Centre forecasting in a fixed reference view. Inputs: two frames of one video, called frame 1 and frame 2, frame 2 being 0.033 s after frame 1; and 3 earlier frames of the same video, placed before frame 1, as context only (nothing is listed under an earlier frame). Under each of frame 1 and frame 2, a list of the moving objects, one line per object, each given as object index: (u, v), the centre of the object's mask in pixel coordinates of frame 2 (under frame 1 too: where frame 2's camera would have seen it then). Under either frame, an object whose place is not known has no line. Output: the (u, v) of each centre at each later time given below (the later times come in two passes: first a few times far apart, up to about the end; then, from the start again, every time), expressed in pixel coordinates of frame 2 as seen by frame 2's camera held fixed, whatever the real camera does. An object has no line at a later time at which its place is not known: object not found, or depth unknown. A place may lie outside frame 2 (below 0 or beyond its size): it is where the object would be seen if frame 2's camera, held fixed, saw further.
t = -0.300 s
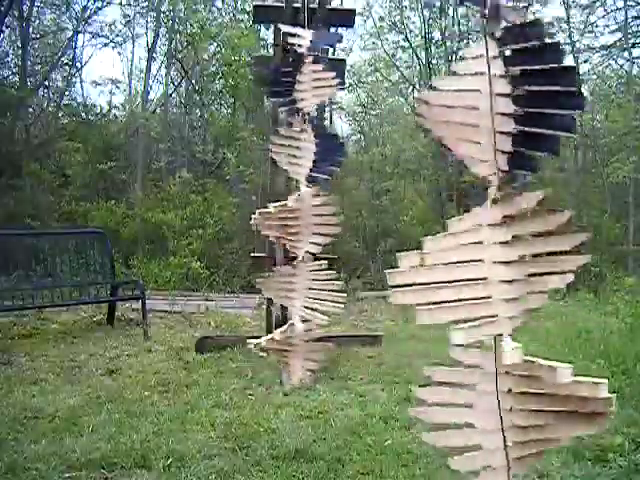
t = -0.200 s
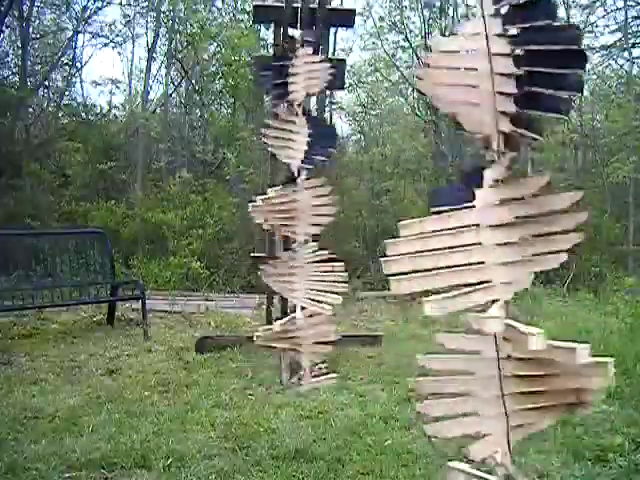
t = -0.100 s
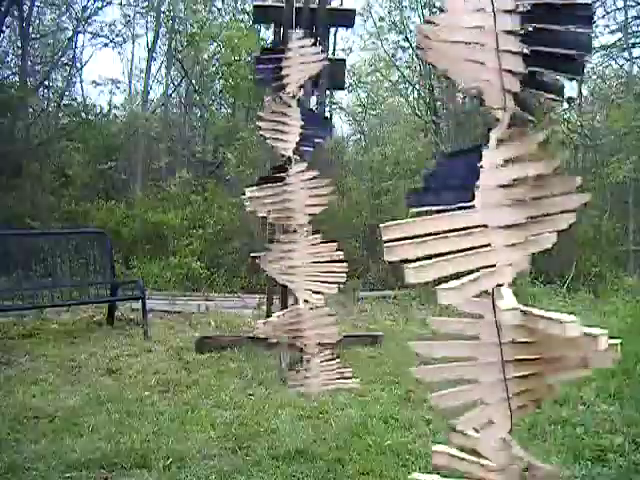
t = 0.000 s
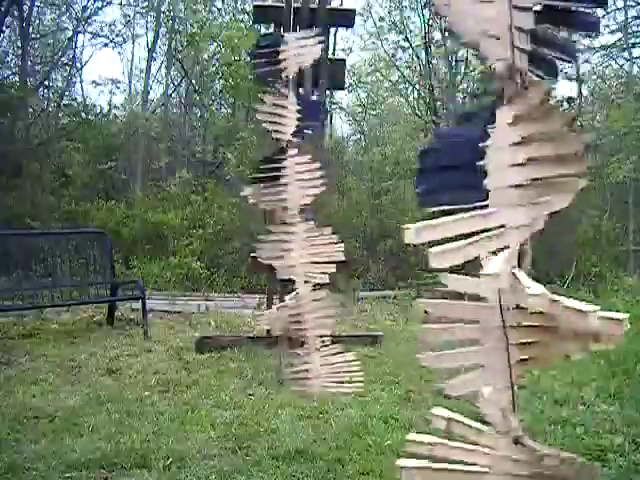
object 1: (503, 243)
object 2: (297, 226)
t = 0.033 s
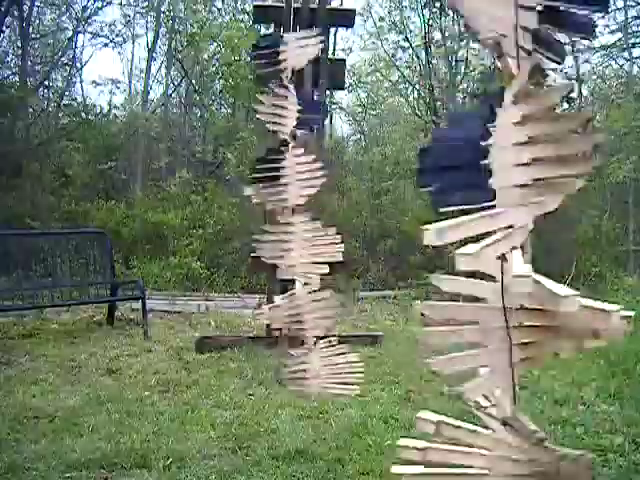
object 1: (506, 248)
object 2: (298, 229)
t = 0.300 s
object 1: (515, 246)
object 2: (297, 227)
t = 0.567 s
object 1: (489, 252)
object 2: (299, 225)
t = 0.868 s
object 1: (457, 237)
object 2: (292, 230)
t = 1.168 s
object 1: (461, 256)
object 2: (287, 235)
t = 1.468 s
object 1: (468, 233)
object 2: (290, 226)
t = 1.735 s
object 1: (458, 255)
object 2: (294, 224)
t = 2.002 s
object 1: (469, 237)
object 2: (294, 235)
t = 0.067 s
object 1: (509, 256)
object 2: (297, 228)
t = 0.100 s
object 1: (510, 260)
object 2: (297, 228)
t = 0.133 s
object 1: (512, 258)
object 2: (297, 230)
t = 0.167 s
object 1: (514, 259)
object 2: (297, 229)
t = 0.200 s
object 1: (515, 254)
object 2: (298, 228)
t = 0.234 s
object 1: (516, 251)
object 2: (297, 228)
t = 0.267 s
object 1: (517, 245)
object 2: (297, 228)
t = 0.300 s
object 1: (515, 246)
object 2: (297, 227)
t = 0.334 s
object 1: (512, 246)
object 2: (298, 228)
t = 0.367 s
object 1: (512, 243)
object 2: (298, 226)
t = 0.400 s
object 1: (510, 239)
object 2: (298, 222)
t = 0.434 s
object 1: (505, 239)
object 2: (299, 220)
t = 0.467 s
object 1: (500, 238)
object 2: (299, 222)
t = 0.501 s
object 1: (497, 240)
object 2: (299, 219)
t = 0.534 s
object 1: (493, 245)
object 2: (299, 225)
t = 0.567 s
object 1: (489, 252)
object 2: (299, 225)
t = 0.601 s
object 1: (485, 261)
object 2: (298, 225)
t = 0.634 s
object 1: (481, 264)
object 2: (298, 225)
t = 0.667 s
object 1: (478, 264)
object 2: (297, 225)
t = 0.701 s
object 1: (474, 263)
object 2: (296, 227)
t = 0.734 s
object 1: (468, 259)
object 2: (295, 222)
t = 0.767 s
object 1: (464, 253)
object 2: (294, 225)
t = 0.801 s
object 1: (462, 246)
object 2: (294, 228)
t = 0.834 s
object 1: (458, 239)
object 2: (292, 227)
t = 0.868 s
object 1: (457, 237)
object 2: (292, 230)
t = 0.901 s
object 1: (454, 231)
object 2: (291, 234)
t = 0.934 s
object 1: (453, 231)
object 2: (290, 236)
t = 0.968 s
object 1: (452, 232)
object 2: (290, 239)
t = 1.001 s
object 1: (453, 234)
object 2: (288, 227)
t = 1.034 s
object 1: (455, 240)
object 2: (290, 240)
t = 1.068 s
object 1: (456, 247)
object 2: (287, 229)
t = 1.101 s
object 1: (458, 252)
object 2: (287, 233)
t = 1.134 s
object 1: (459, 254)
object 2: (287, 233)
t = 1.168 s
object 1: (461, 256)
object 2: (287, 235)
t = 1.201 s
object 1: (461, 257)
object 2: (287, 235)
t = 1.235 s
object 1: (463, 253)
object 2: (287, 233)
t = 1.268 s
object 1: (465, 252)
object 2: (286, 232)
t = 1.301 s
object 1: (466, 247)
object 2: (287, 235)
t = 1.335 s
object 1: (468, 246)
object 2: (287, 234)
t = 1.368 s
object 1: (468, 243)
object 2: (287, 232)
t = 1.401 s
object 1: (468, 241)
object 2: (288, 230)
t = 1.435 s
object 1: (467, 236)
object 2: (289, 230)
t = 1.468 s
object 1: (468, 233)
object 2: (290, 226)
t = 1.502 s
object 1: (466, 237)
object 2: (291, 223)
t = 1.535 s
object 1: (465, 239)
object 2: (291, 220)
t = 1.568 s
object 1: (465, 245)
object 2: (292, 221)
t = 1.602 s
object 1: (463, 251)
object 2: (293, 218)
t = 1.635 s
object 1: (460, 258)
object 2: (293, 223)
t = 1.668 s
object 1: (460, 259)
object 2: (294, 216)
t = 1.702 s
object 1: (459, 260)
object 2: (293, 223)
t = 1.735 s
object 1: (458, 255)
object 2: (294, 224)
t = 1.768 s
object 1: (458, 252)
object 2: (295, 222)
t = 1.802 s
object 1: (459, 249)
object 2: (294, 228)
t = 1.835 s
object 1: (459, 240)
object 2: (293, 224)
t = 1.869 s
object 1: (460, 237)
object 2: (293, 228)
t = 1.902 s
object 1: (461, 232)
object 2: (294, 230)
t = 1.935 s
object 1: (463, 232)
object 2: (294, 231)
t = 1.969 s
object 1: (465, 235)
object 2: (294, 235)
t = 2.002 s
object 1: (469, 237)
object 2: (294, 235)
